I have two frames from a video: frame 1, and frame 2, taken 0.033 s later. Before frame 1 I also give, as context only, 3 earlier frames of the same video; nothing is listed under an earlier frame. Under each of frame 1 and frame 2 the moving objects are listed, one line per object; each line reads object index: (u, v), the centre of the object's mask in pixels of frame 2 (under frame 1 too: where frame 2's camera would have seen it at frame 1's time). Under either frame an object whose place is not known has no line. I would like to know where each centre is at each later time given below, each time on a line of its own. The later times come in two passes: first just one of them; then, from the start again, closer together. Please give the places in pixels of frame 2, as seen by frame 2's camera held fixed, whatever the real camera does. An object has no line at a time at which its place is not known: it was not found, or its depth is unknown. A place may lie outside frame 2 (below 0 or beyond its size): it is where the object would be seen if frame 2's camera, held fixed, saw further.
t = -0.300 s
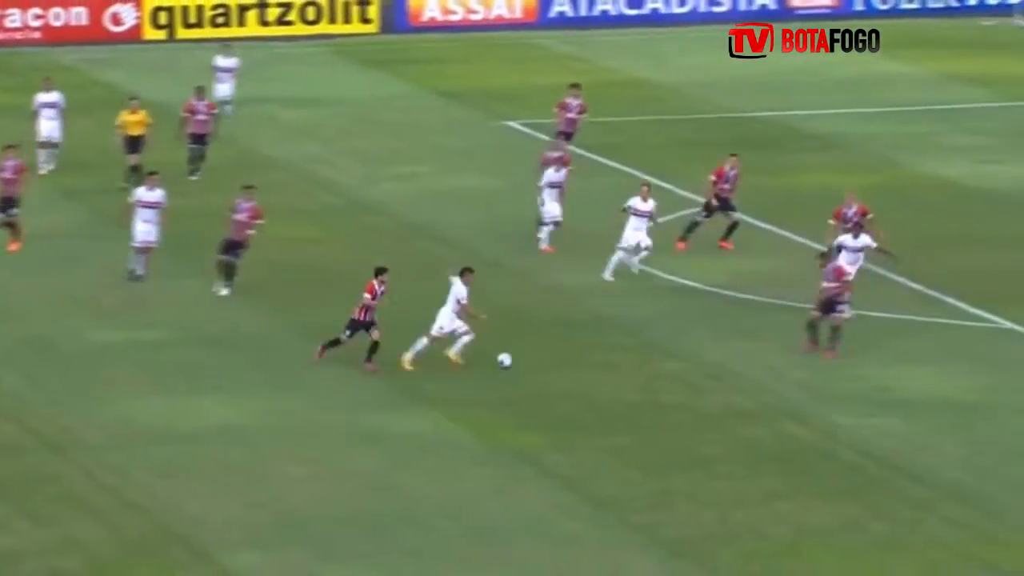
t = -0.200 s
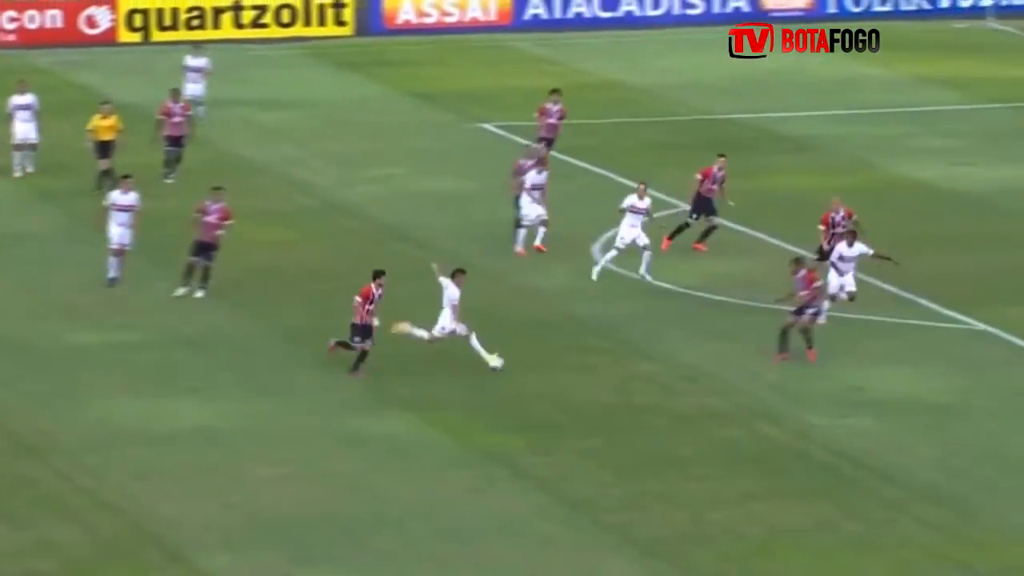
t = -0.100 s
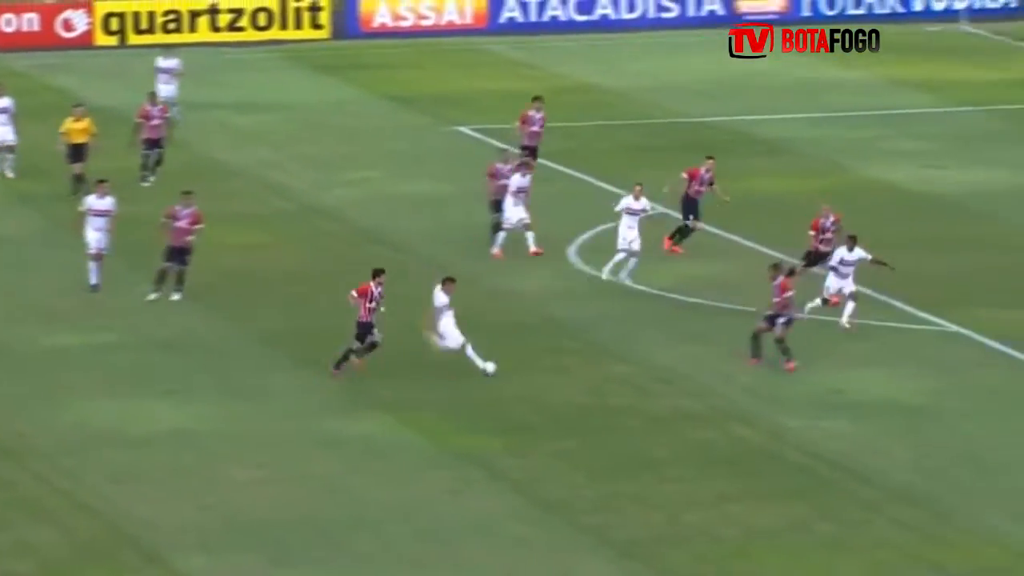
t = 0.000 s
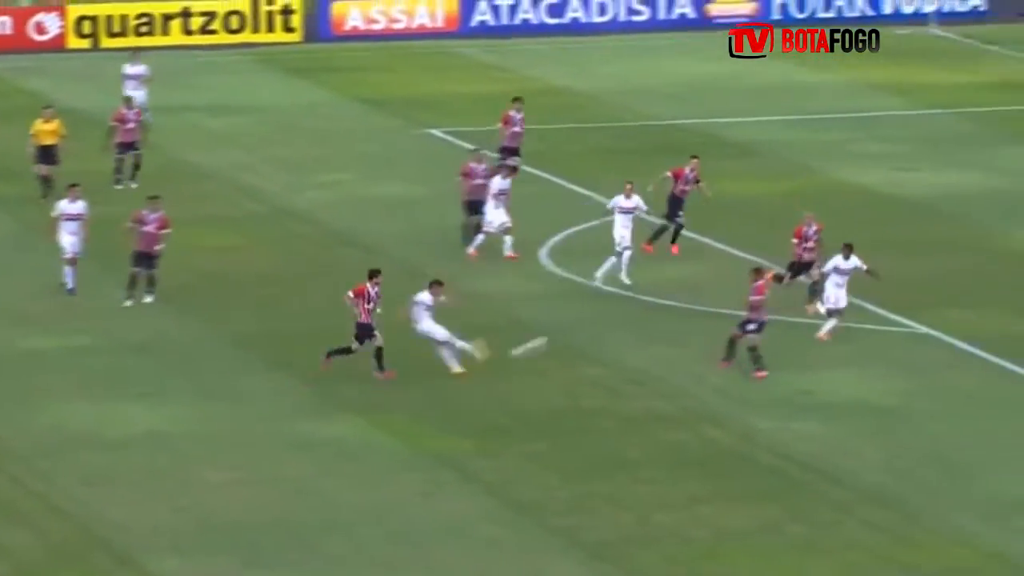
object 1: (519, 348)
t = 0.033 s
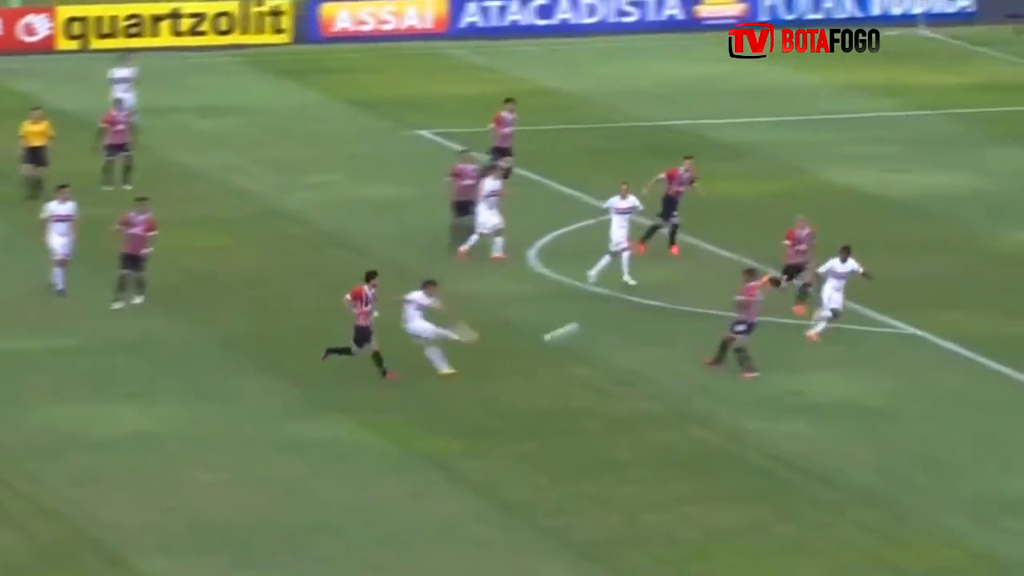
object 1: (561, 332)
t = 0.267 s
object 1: (834, 246)
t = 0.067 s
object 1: (603, 317)
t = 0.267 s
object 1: (834, 246)
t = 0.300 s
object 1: (871, 237)
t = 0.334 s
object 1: (906, 228)
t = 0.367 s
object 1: (942, 222)
